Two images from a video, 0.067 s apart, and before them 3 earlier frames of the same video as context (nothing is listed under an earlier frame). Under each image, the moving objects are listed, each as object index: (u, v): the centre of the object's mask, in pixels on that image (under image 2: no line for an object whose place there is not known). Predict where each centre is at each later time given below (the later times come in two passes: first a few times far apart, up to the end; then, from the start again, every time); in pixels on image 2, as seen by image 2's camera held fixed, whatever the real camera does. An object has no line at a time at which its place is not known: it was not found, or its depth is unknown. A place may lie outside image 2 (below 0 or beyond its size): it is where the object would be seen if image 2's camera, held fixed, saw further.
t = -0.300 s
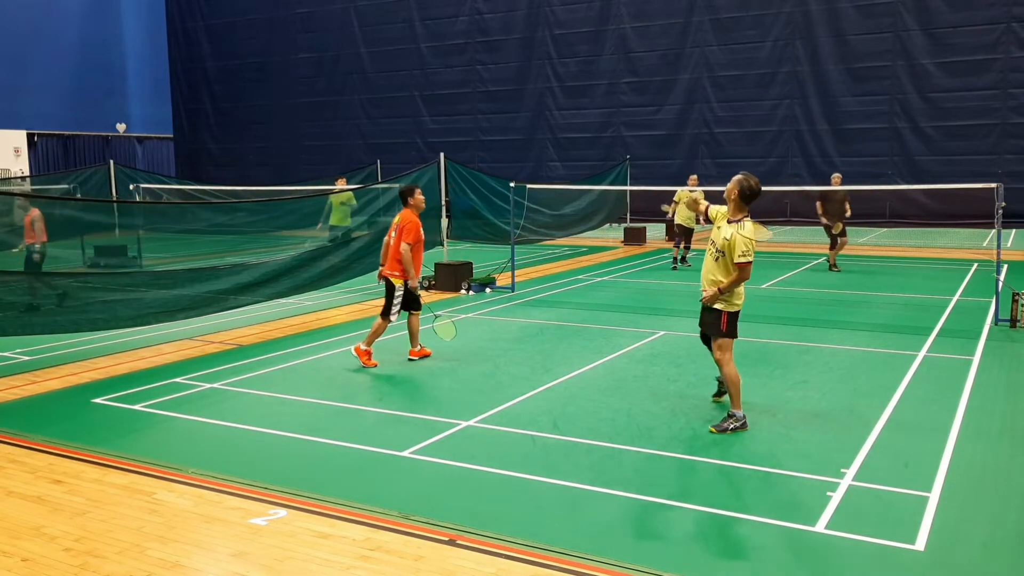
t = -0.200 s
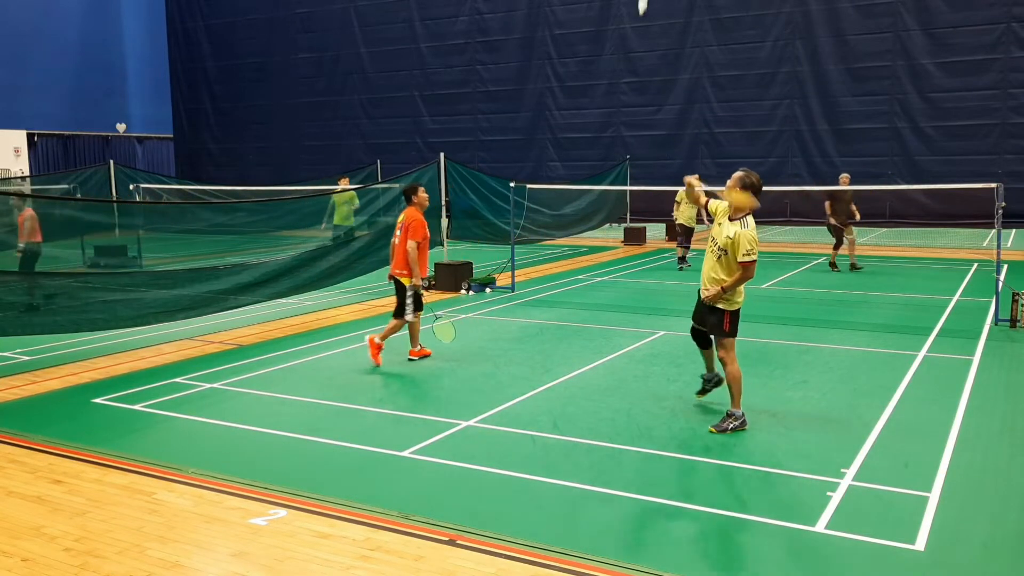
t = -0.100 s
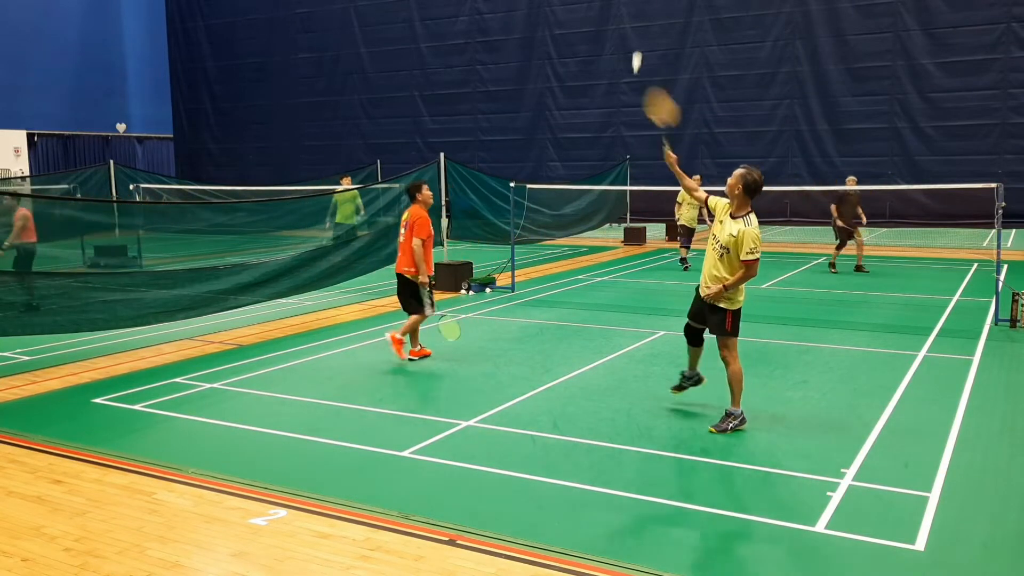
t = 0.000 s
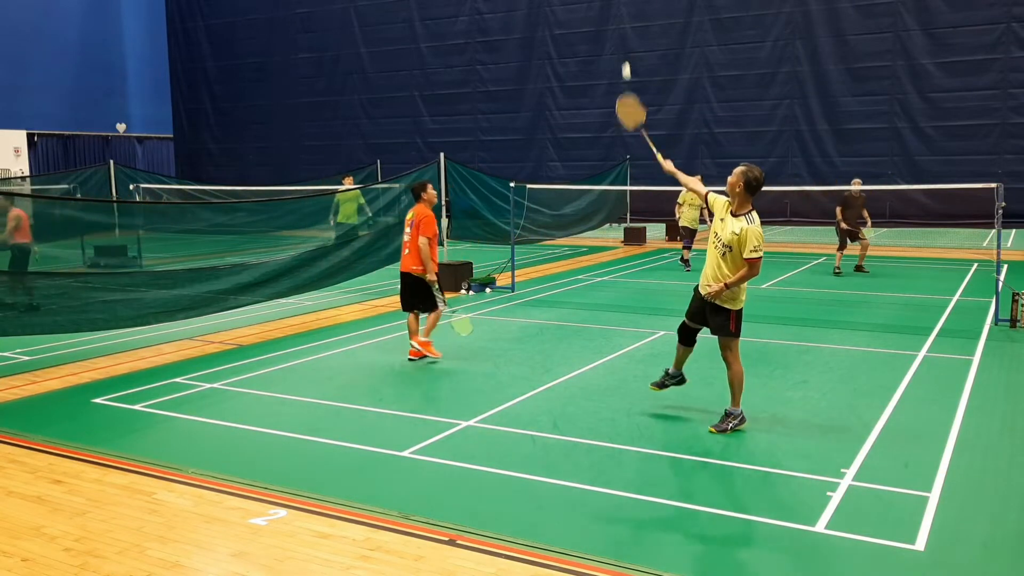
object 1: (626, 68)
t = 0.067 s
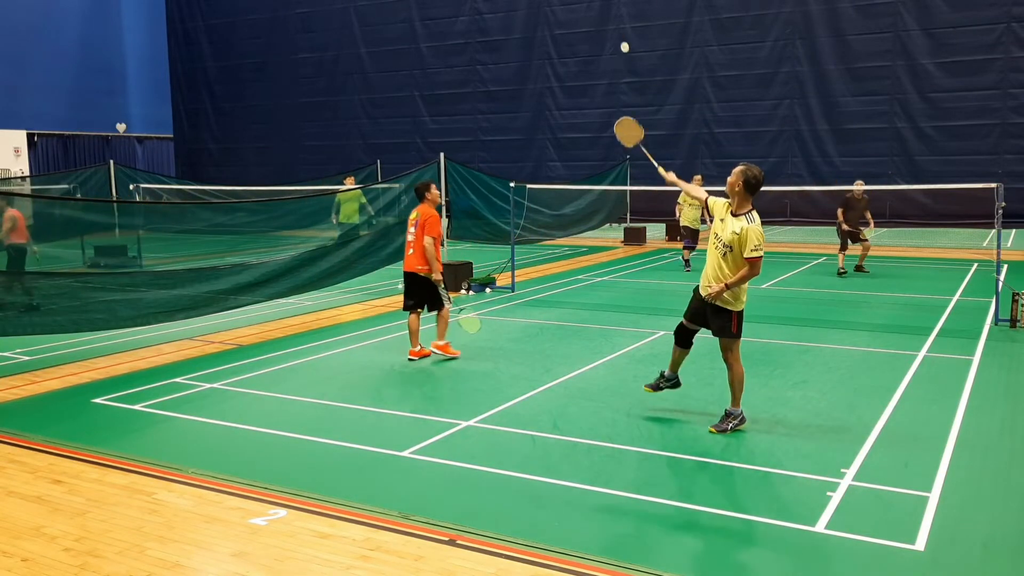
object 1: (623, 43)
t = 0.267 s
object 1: (615, 34)
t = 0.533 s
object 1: (612, 69)
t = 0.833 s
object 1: (612, 147)
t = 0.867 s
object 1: (612, 157)
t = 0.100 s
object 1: (620, 37)
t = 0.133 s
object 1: (618, 35)
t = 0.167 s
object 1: (617, 33)
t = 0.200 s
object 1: (616, 32)
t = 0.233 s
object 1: (616, 33)
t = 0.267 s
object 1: (615, 34)
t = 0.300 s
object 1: (615, 35)
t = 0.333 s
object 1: (615, 36)
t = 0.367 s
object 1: (615, 39)
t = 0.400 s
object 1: (614, 41)
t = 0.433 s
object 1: (613, 49)
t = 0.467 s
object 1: (612, 59)
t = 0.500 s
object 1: (611, 63)
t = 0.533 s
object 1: (612, 69)
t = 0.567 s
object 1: (611, 76)
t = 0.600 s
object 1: (612, 85)
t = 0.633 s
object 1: (611, 92)
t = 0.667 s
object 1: (612, 102)
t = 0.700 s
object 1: (612, 110)
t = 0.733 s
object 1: (612, 119)
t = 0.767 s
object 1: (612, 128)
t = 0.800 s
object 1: (612, 138)
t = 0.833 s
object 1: (612, 147)
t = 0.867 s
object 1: (612, 157)
